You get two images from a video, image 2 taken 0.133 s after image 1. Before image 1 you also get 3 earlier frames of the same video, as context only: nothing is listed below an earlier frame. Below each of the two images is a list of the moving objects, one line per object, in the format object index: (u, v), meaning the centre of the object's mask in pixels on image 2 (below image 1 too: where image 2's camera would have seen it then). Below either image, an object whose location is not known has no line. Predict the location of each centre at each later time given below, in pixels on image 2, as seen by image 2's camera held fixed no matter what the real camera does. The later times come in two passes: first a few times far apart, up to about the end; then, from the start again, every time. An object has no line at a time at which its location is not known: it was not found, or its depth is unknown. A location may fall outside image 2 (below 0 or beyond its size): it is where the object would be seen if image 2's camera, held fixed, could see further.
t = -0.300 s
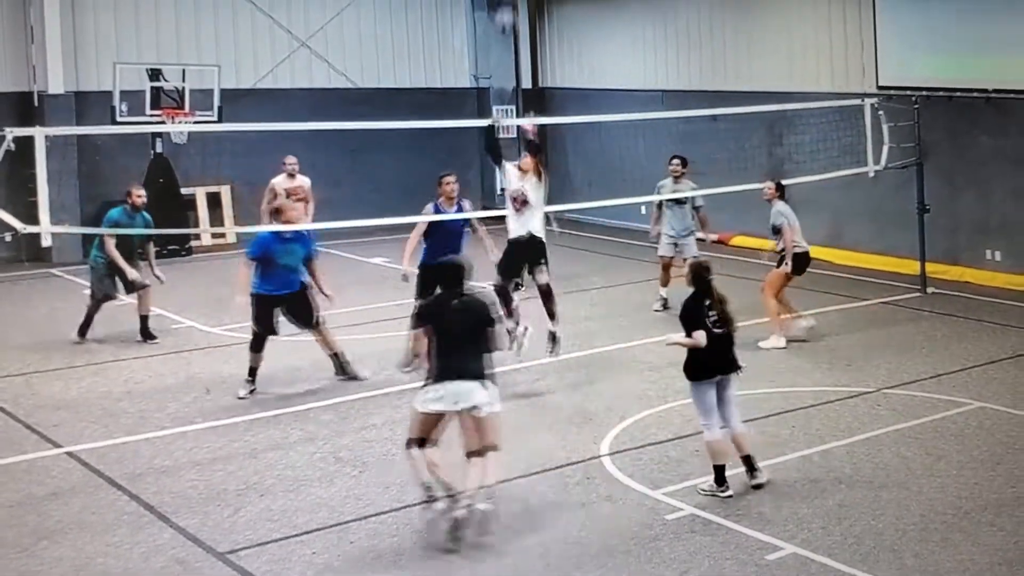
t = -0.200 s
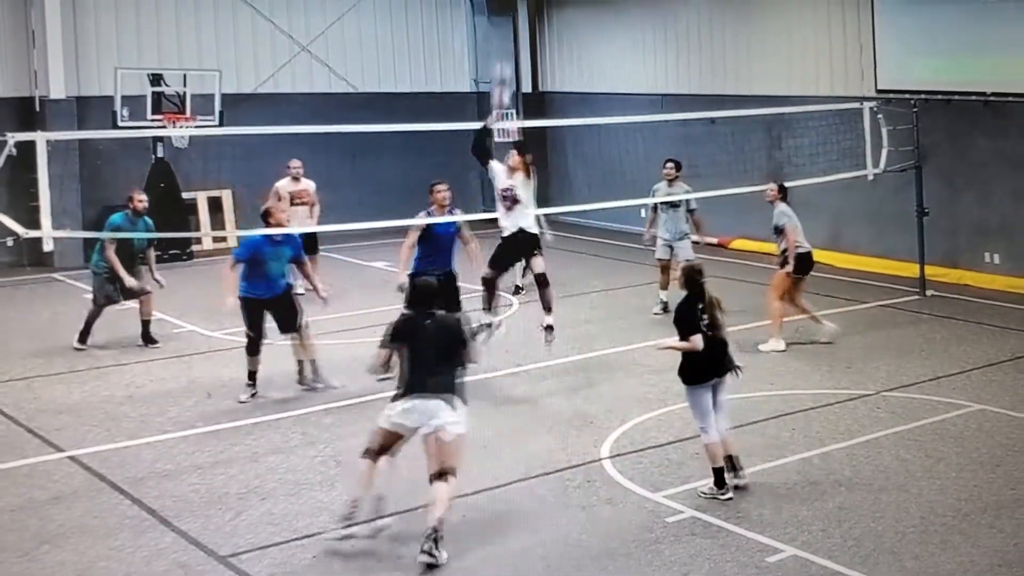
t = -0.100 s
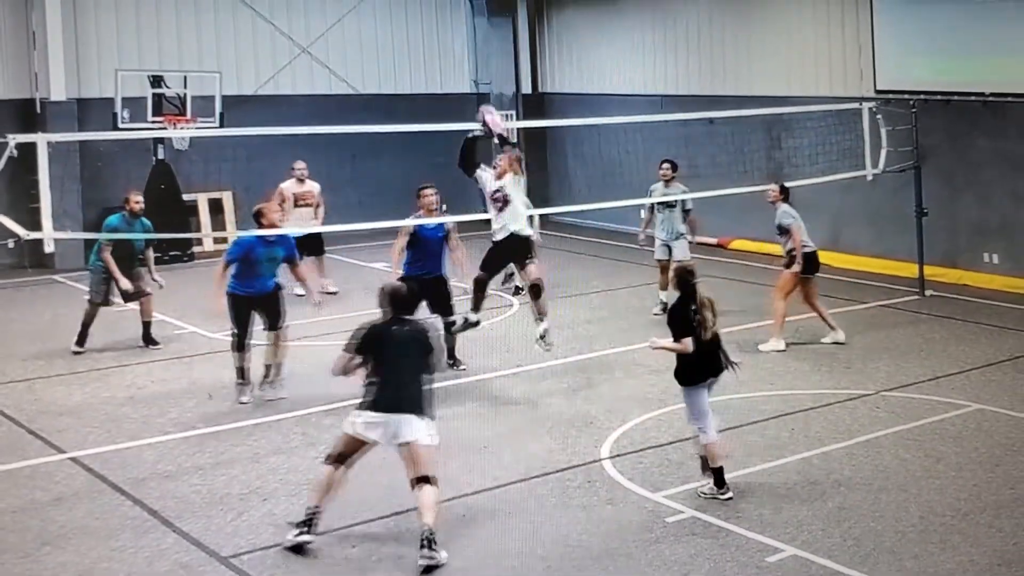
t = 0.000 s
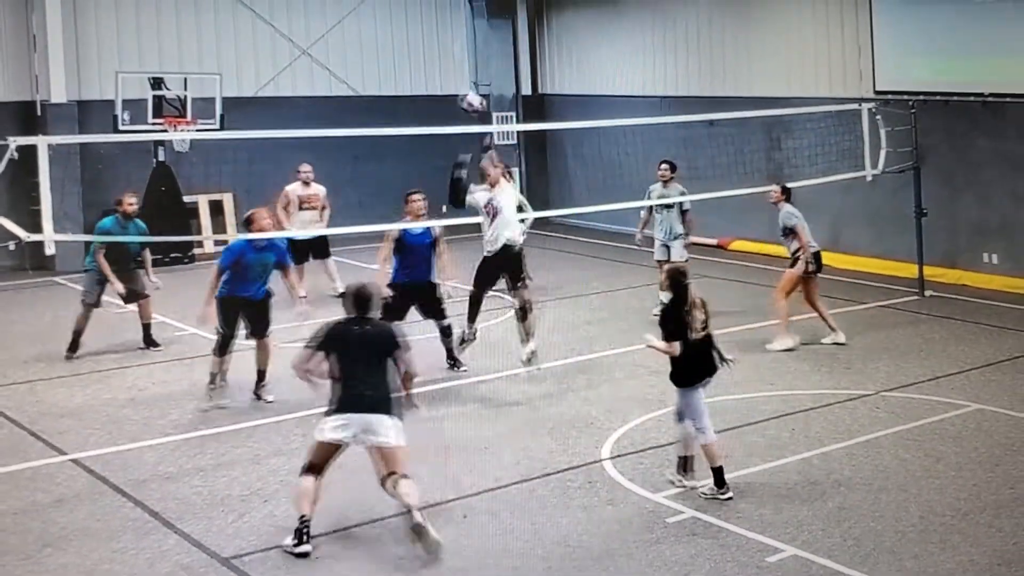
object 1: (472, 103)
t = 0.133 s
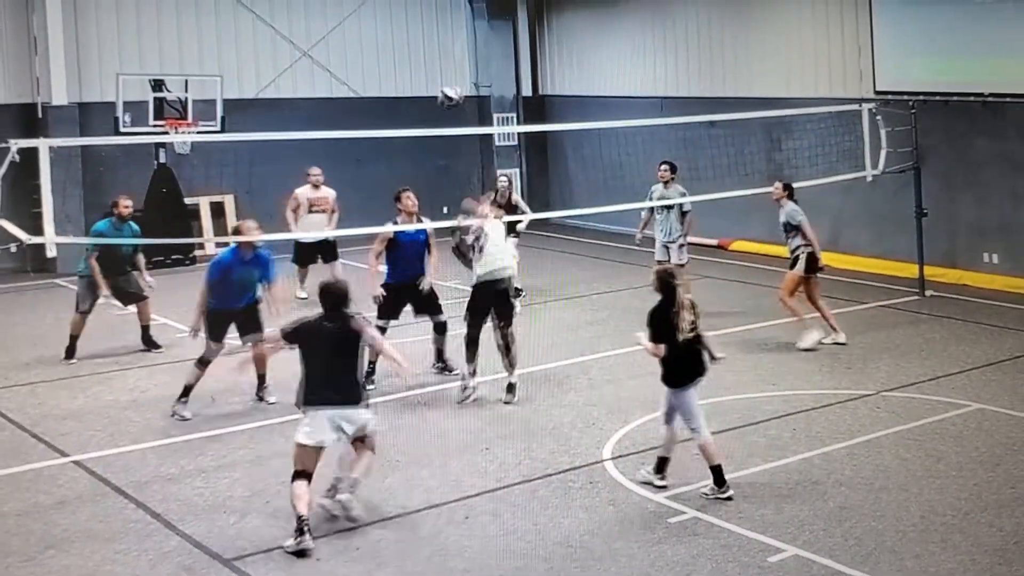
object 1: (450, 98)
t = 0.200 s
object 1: (440, 101)
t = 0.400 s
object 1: (415, 135)
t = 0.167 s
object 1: (445, 98)
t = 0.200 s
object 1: (440, 101)
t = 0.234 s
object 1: (436, 104)
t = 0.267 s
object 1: (432, 108)
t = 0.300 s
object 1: (428, 113)
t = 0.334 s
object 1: (424, 117)
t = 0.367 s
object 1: (421, 121)
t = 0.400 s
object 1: (415, 135)
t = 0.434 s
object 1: (412, 147)
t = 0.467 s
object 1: (408, 154)
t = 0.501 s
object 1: (405, 164)
